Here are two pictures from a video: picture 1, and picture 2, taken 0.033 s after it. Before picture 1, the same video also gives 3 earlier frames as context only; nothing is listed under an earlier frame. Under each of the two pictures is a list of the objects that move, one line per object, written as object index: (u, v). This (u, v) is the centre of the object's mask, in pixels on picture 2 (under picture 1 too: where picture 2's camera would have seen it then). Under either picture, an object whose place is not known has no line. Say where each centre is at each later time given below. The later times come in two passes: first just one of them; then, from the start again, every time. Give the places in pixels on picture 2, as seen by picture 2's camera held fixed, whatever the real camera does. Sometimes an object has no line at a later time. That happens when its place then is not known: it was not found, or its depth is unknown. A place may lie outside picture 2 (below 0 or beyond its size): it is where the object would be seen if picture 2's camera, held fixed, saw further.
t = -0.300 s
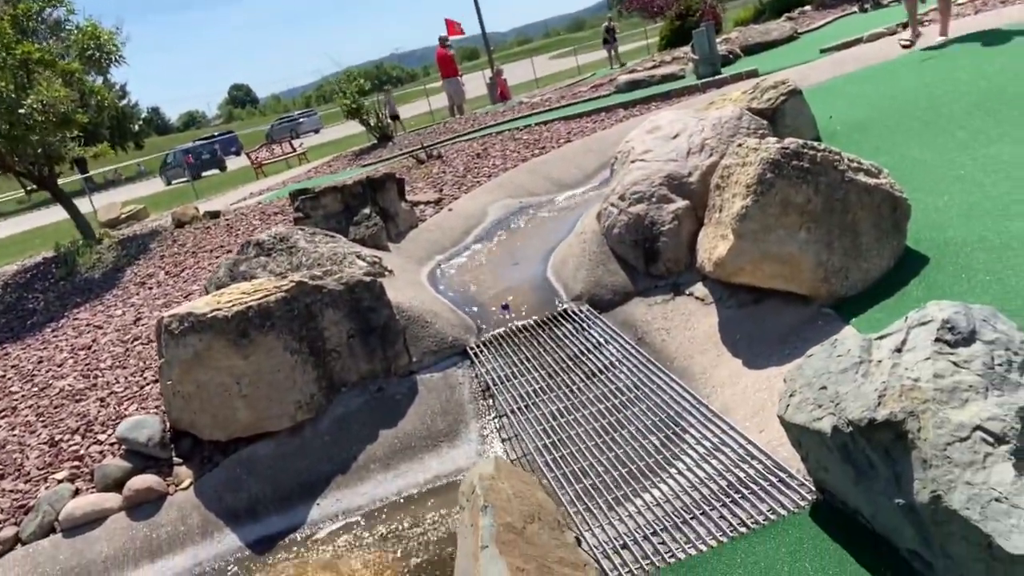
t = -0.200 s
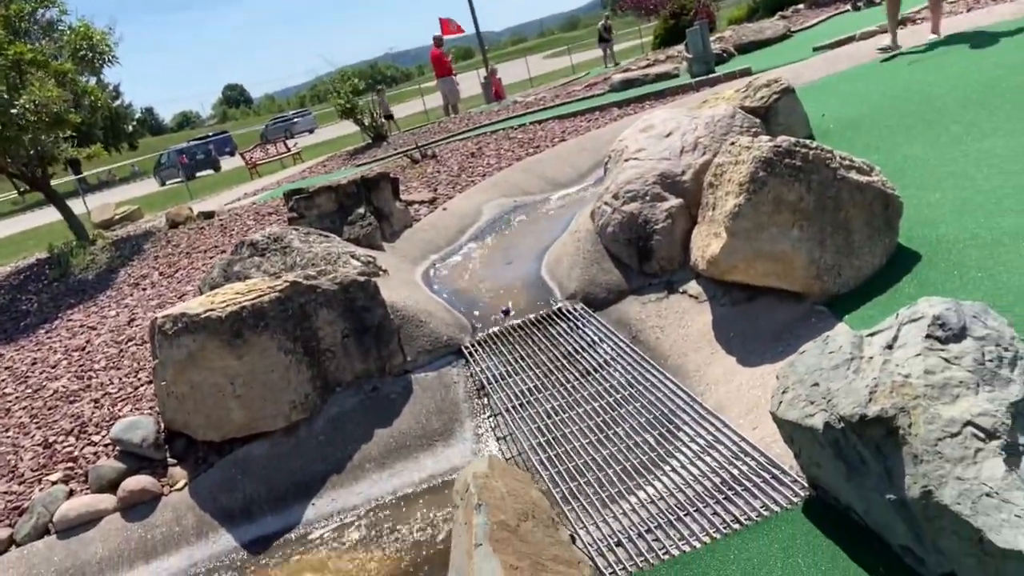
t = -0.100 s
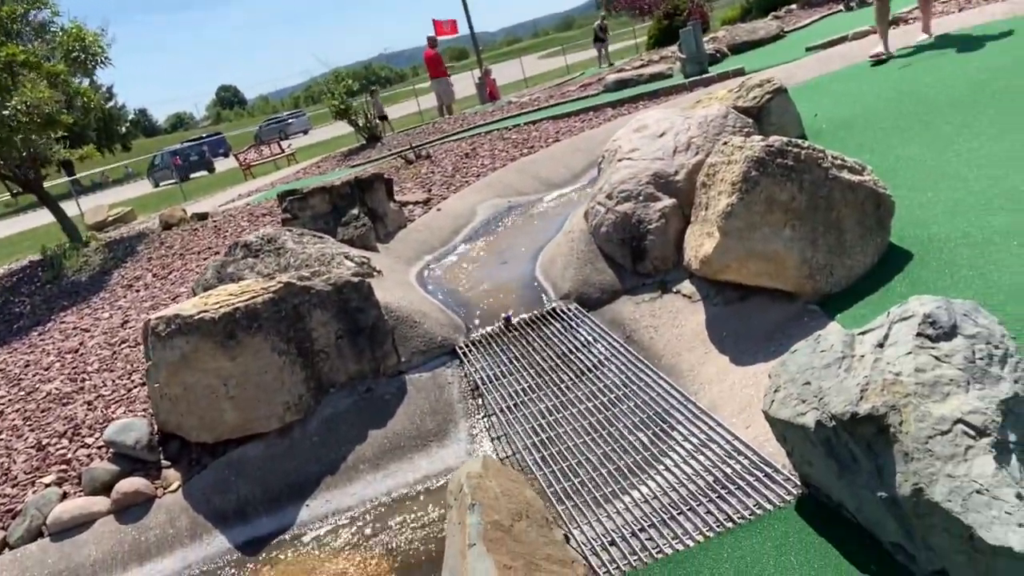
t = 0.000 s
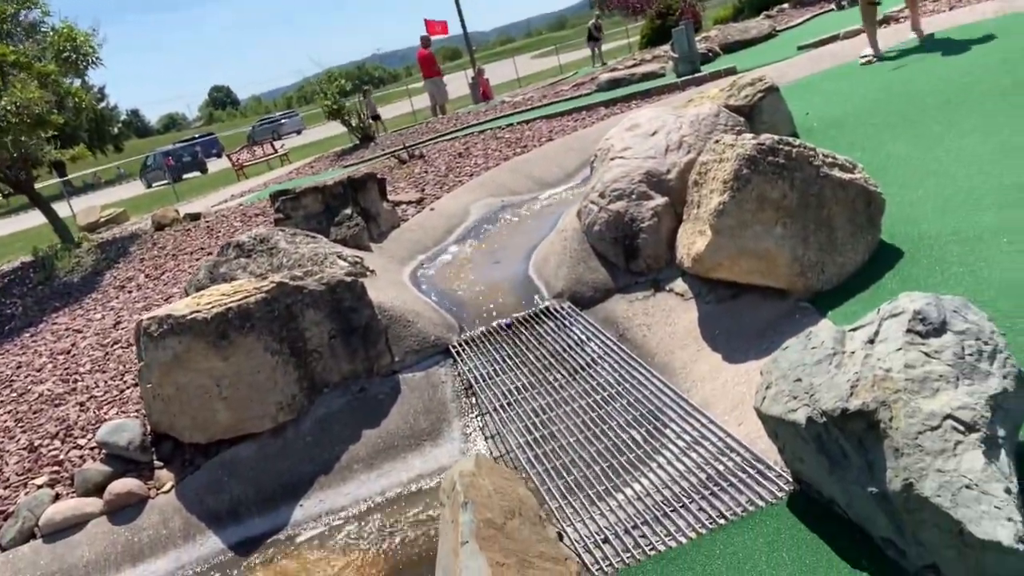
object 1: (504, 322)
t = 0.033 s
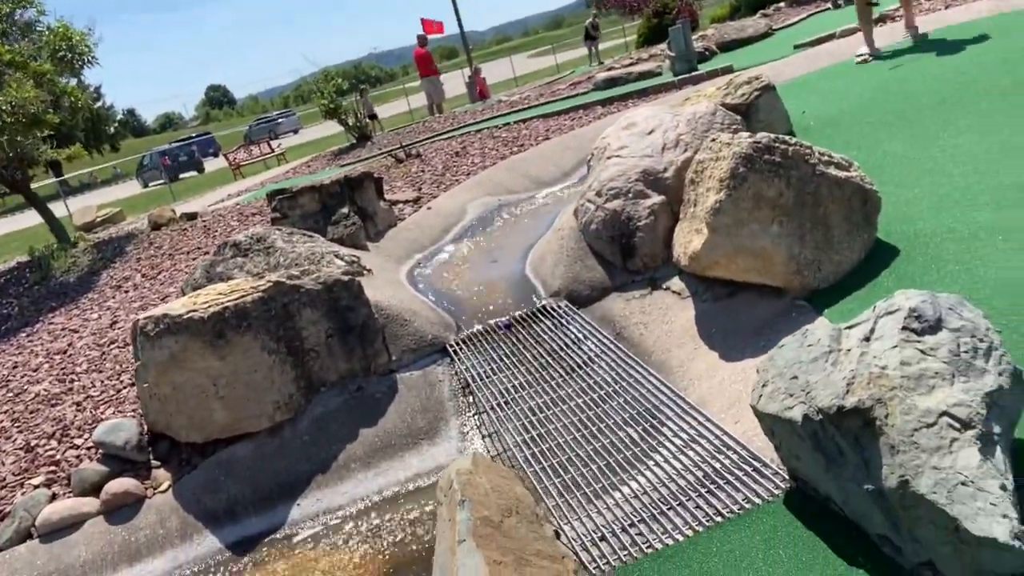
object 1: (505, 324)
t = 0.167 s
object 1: (517, 335)
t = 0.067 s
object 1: (509, 327)
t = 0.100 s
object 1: (512, 330)
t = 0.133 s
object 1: (514, 332)
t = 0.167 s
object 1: (517, 335)
